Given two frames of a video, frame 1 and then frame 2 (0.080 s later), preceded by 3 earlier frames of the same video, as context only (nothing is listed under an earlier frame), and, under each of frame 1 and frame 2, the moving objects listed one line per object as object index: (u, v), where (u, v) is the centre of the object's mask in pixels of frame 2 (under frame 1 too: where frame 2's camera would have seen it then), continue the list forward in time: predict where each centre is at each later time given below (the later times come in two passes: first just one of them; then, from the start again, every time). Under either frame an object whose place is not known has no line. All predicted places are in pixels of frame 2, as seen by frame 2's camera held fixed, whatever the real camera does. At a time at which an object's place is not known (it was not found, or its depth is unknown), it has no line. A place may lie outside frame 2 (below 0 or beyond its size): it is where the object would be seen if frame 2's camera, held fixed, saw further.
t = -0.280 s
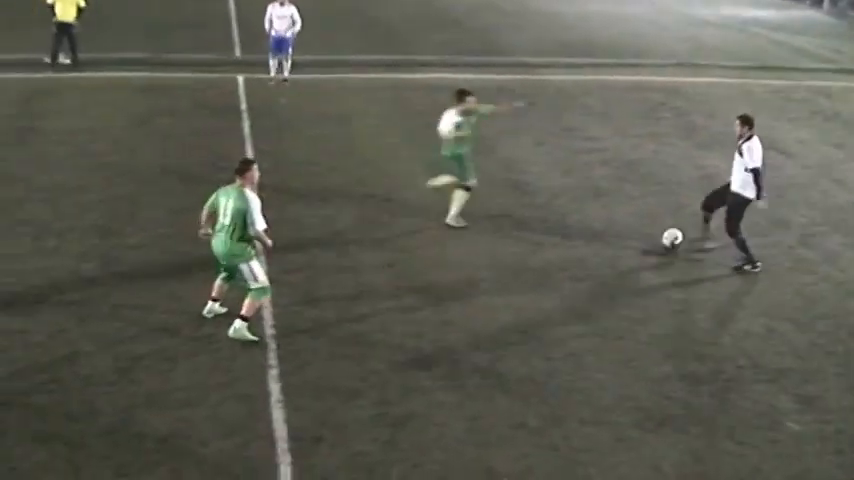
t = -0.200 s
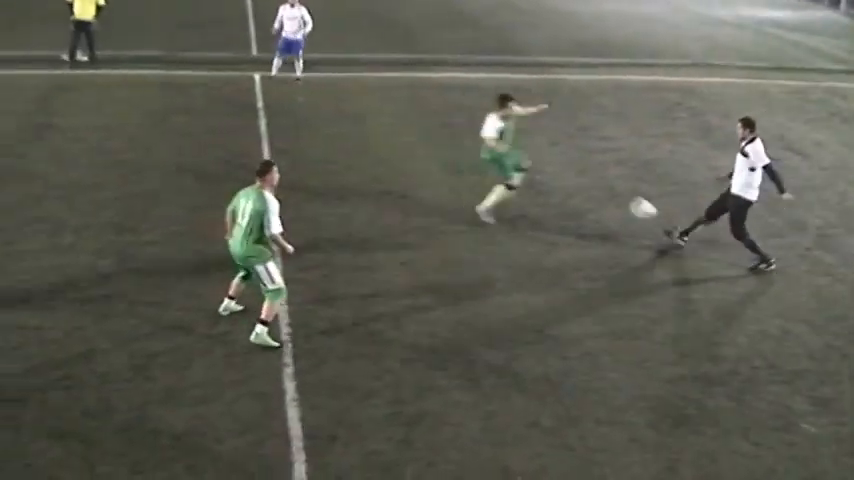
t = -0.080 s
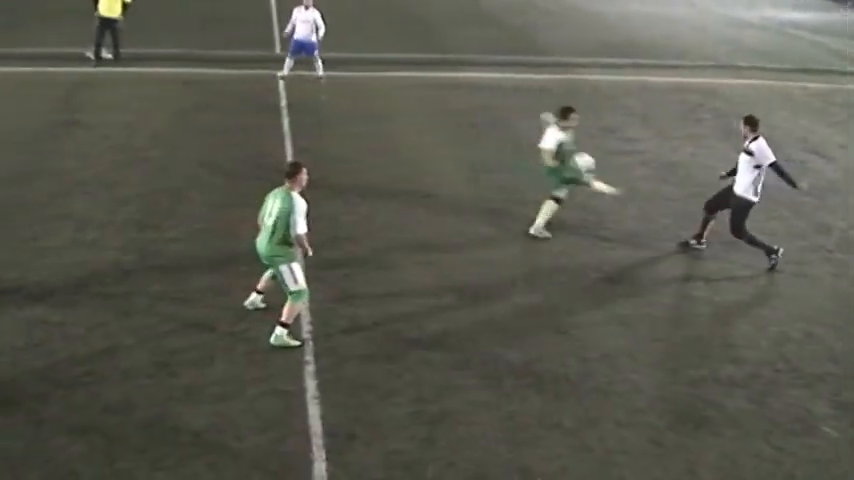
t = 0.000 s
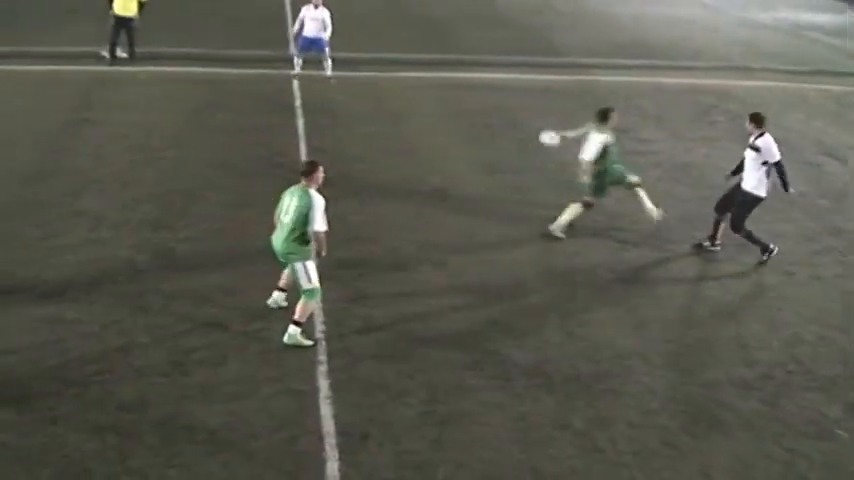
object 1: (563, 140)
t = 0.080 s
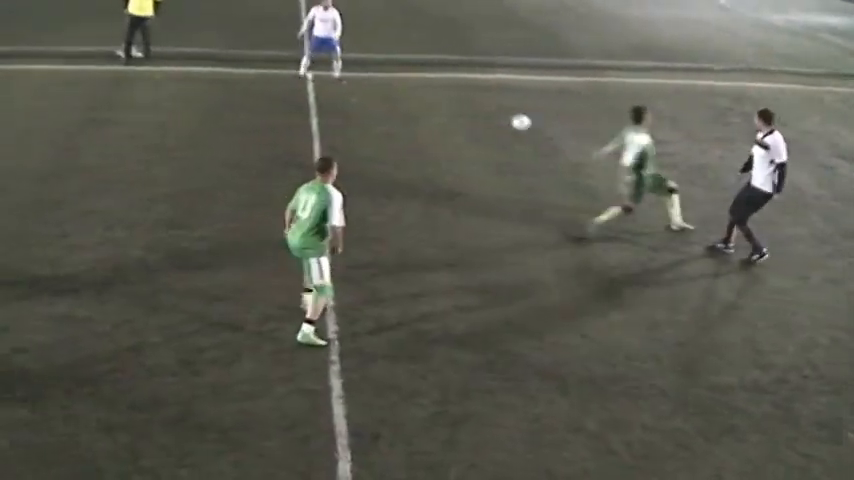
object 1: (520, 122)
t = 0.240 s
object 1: (449, 103)
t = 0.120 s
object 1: (501, 116)
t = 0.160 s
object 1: (483, 110)
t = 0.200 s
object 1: (466, 107)
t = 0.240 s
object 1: (449, 103)
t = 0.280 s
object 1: (433, 101)
